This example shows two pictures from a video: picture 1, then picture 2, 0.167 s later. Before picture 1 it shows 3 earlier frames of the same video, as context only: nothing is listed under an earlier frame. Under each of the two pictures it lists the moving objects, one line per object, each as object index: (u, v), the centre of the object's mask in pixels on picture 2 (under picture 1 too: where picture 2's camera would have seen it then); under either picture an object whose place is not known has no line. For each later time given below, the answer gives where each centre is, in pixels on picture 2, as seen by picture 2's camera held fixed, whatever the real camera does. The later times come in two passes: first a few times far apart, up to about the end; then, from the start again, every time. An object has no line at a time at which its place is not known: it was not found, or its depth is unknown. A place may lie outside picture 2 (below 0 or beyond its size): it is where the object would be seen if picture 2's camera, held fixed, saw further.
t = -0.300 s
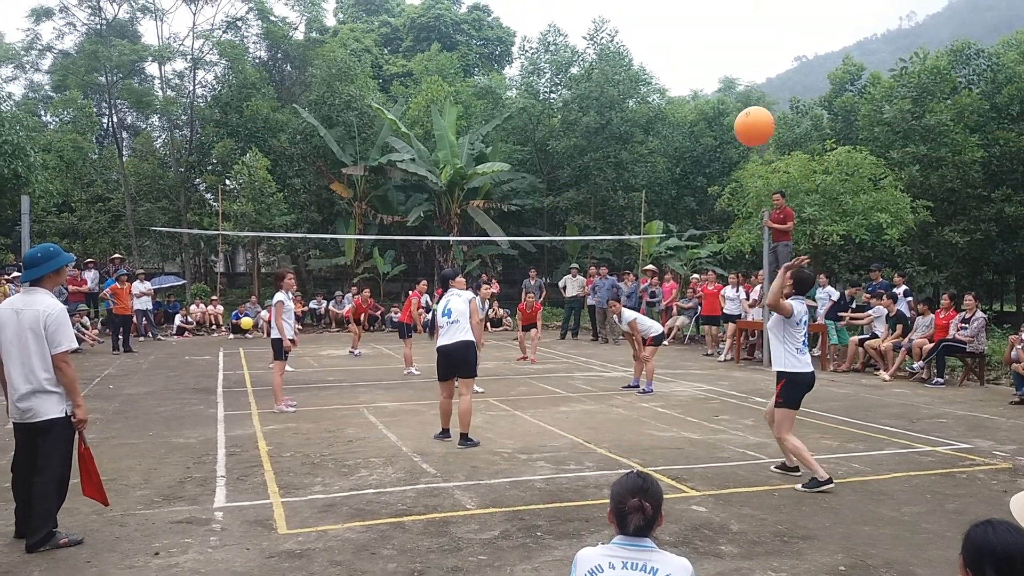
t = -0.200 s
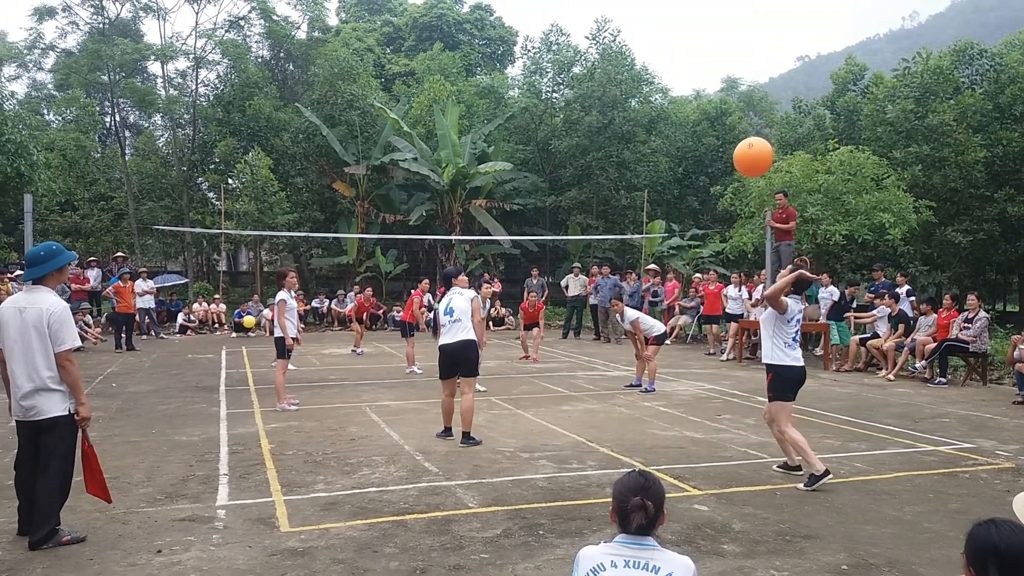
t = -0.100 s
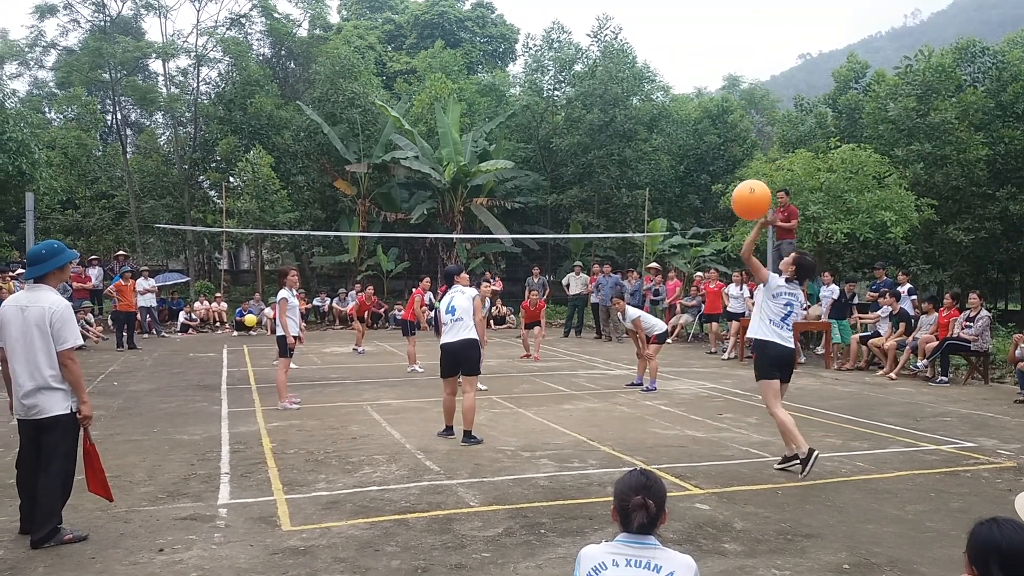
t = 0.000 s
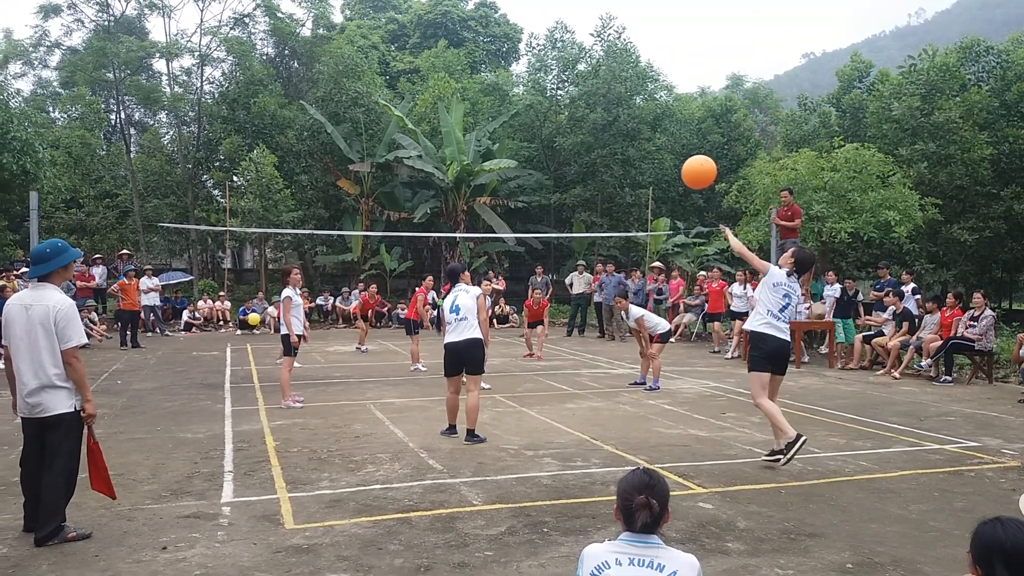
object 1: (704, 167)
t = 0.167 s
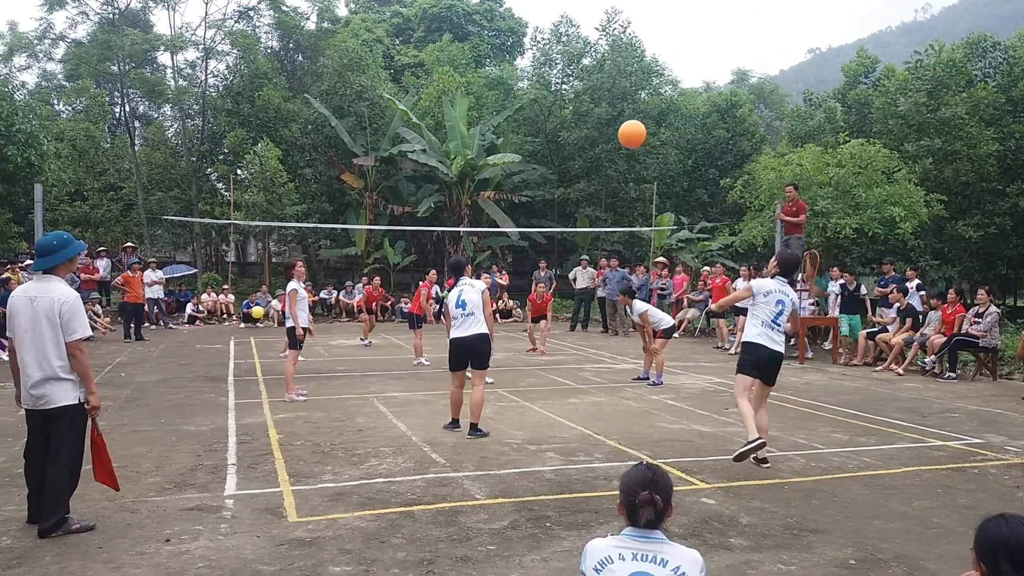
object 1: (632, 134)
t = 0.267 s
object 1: (601, 127)
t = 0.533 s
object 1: (552, 139)
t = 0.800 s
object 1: (519, 184)
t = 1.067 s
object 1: (499, 245)
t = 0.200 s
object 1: (621, 131)
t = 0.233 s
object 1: (611, 128)
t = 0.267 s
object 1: (601, 127)
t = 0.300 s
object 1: (593, 126)
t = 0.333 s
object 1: (585, 126)
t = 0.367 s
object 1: (578, 126)
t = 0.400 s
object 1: (573, 128)
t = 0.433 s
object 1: (567, 130)
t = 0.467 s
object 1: (562, 133)
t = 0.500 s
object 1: (557, 136)
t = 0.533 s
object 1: (552, 139)
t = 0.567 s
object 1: (547, 144)
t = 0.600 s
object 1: (542, 148)
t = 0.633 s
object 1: (538, 154)
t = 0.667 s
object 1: (534, 159)
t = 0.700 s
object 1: (530, 165)
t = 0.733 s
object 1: (526, 171)
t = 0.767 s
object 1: (523, 177)
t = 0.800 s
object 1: (519, 184)
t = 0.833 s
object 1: (517, 191)
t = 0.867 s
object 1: (514, 198)
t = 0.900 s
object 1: (511, 206)
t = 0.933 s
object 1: (509, 213)
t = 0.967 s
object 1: (506, 220)
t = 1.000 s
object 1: (504, 229)
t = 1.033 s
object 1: (501, 237)
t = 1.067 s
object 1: (499, 245)
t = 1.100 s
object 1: (496, 254)
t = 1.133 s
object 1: (495, 263)
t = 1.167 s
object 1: (493, 272)
